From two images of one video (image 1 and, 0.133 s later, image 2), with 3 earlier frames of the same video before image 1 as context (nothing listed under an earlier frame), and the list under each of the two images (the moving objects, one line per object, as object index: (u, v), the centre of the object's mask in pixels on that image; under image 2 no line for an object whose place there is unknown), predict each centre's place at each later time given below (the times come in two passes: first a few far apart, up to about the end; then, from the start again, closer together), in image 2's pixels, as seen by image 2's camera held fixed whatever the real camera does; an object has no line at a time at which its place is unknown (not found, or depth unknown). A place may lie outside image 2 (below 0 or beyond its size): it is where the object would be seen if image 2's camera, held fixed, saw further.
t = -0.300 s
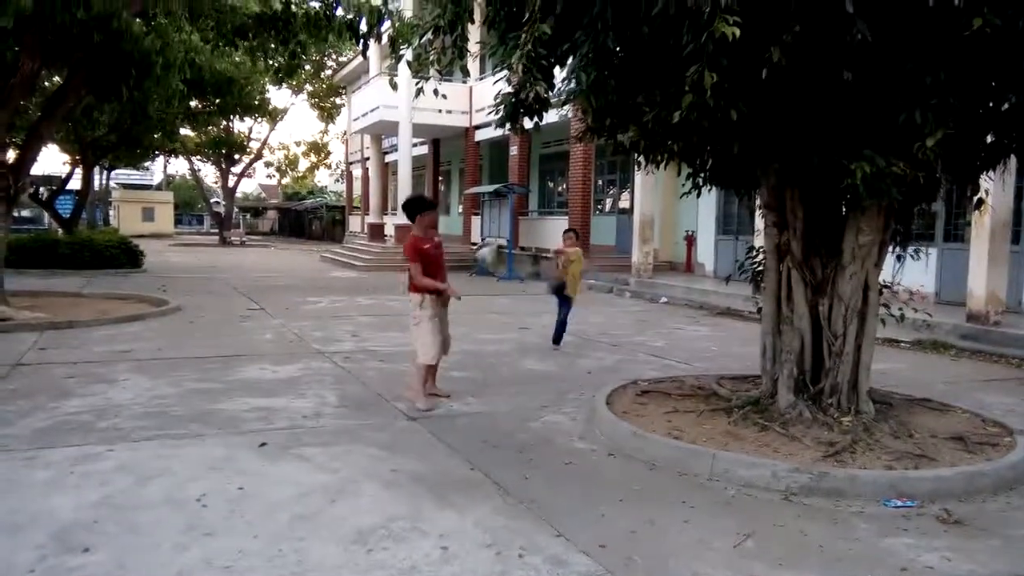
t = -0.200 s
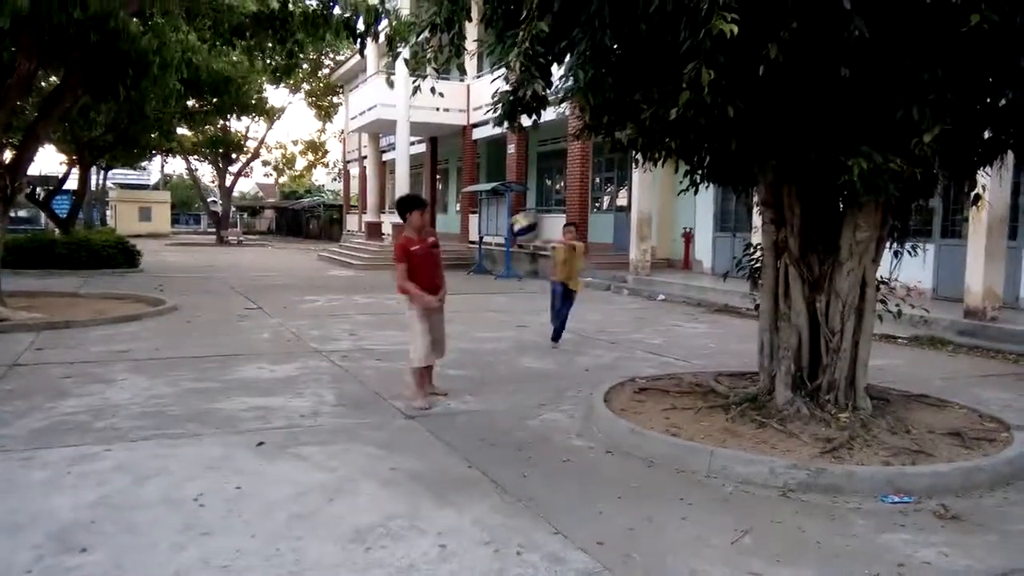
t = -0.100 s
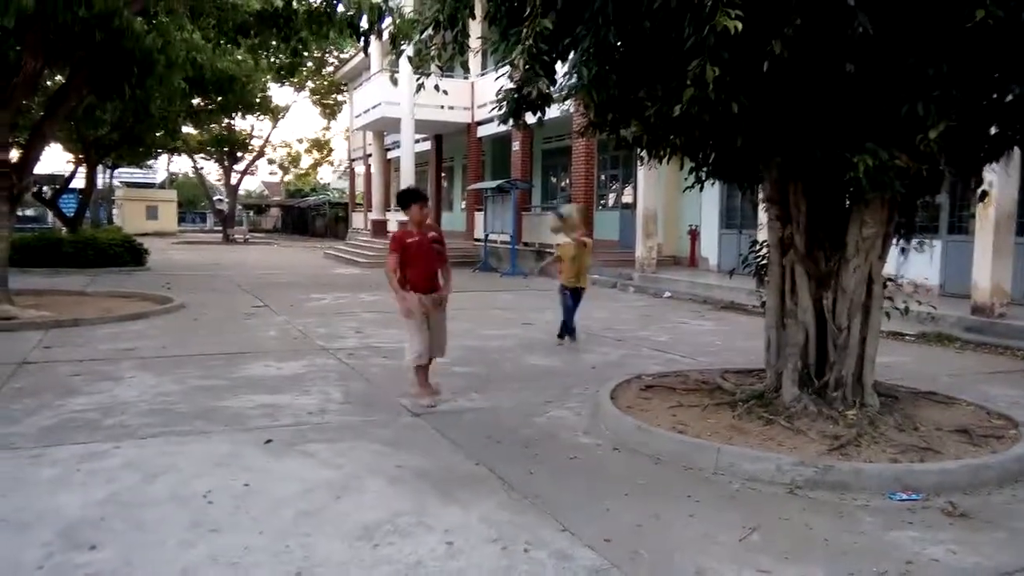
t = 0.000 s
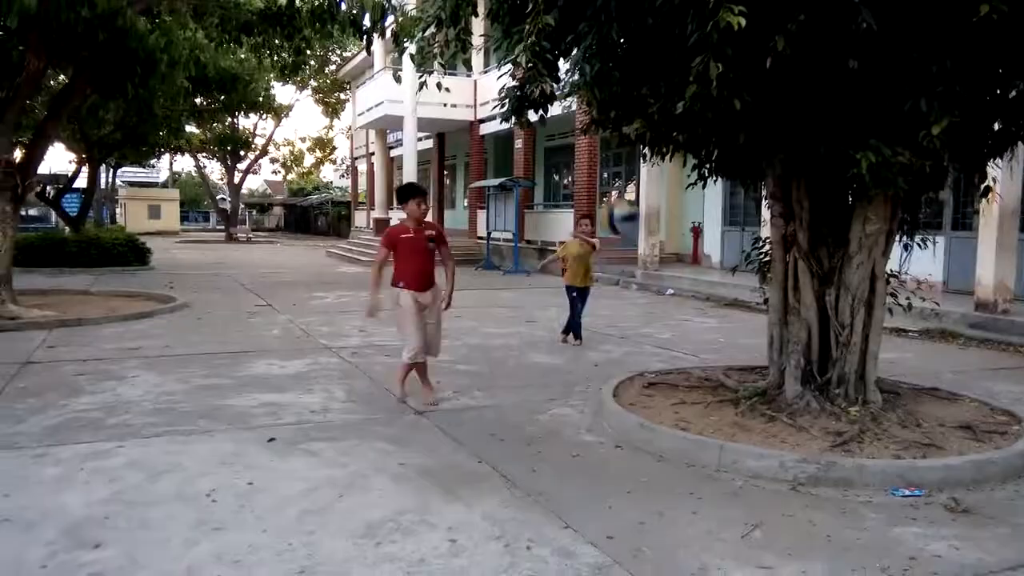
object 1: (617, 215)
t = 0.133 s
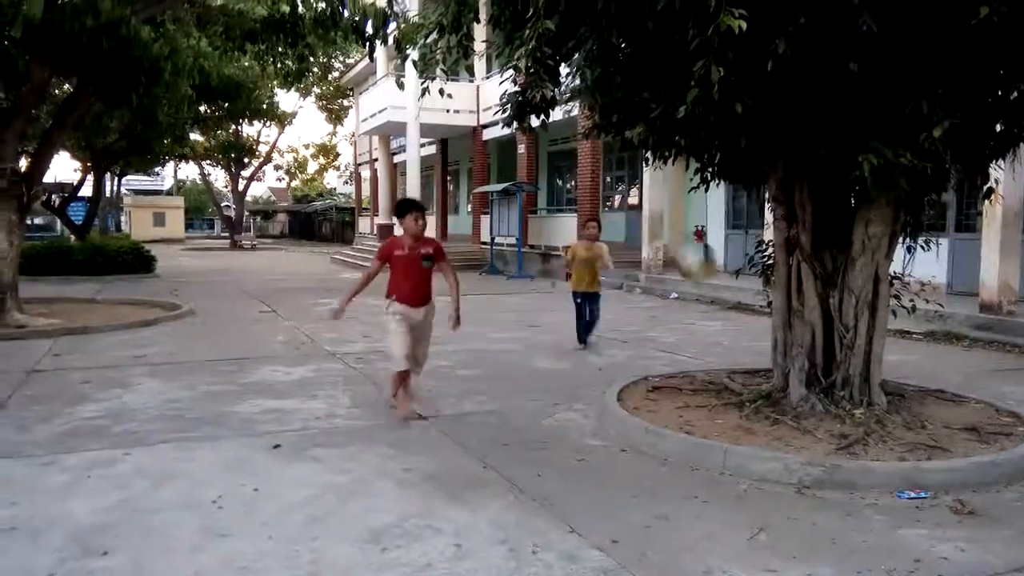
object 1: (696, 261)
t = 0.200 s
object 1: (730, 295)
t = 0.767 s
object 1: (1138, 391)
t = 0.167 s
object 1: (718, 275)
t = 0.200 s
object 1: (730, 295)
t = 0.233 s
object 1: (757, 317)
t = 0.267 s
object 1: (776, 352)
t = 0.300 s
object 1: (808, 384)
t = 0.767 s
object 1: (1138, 391)
